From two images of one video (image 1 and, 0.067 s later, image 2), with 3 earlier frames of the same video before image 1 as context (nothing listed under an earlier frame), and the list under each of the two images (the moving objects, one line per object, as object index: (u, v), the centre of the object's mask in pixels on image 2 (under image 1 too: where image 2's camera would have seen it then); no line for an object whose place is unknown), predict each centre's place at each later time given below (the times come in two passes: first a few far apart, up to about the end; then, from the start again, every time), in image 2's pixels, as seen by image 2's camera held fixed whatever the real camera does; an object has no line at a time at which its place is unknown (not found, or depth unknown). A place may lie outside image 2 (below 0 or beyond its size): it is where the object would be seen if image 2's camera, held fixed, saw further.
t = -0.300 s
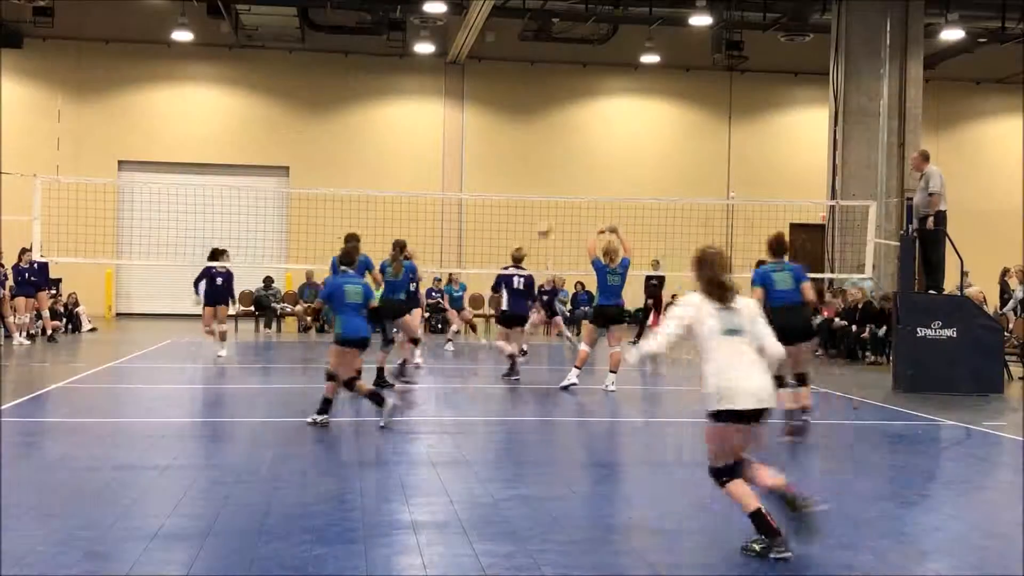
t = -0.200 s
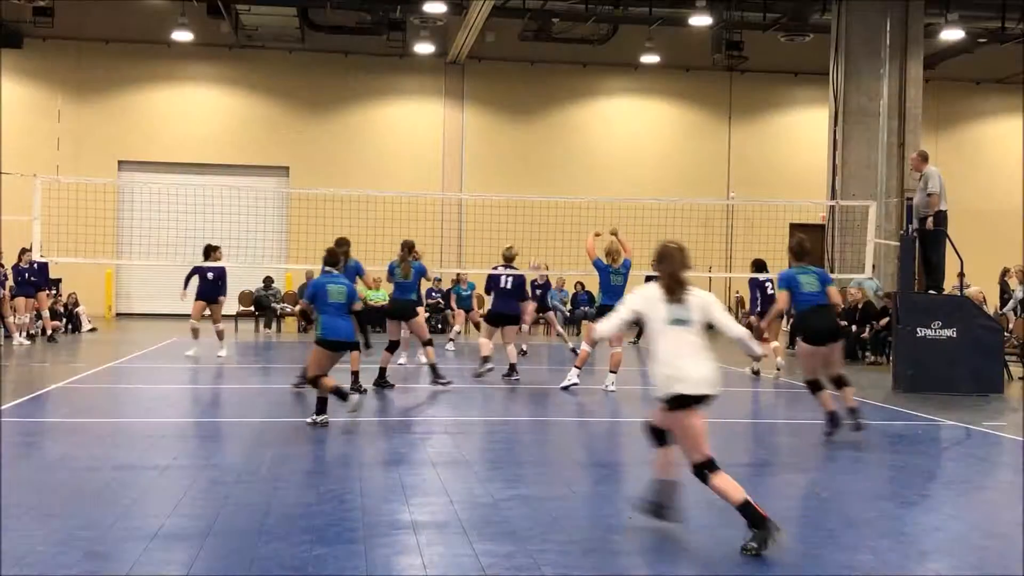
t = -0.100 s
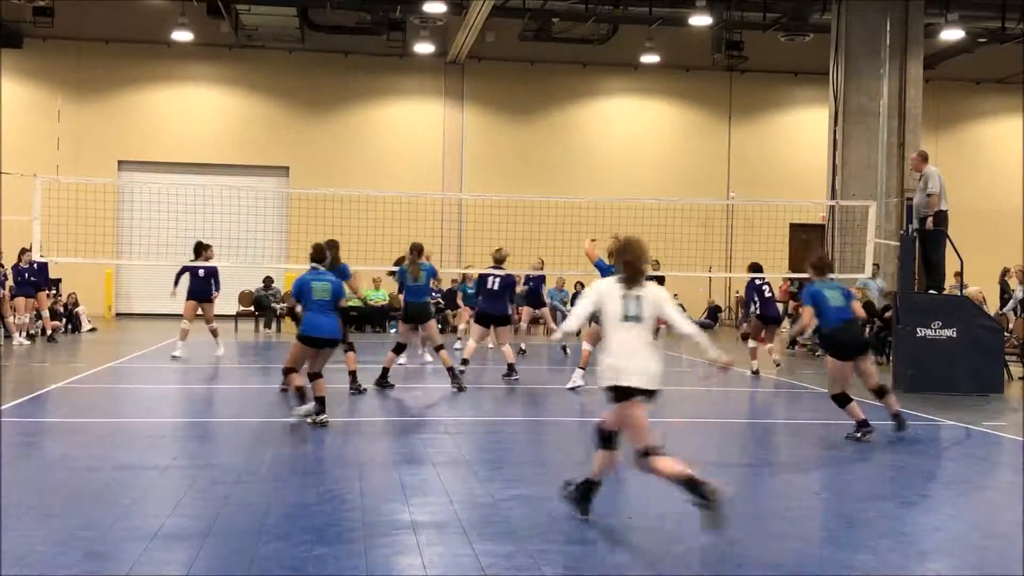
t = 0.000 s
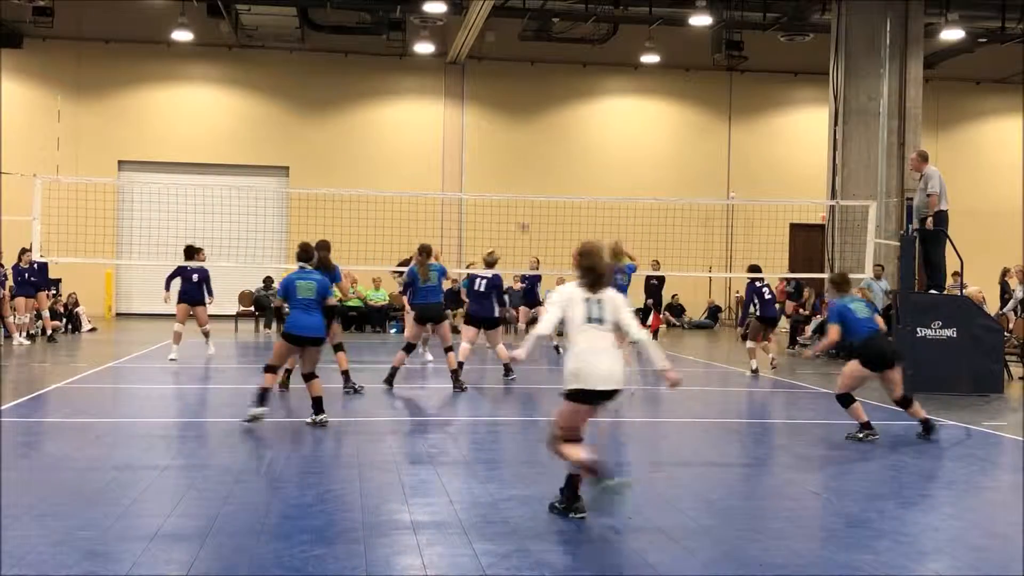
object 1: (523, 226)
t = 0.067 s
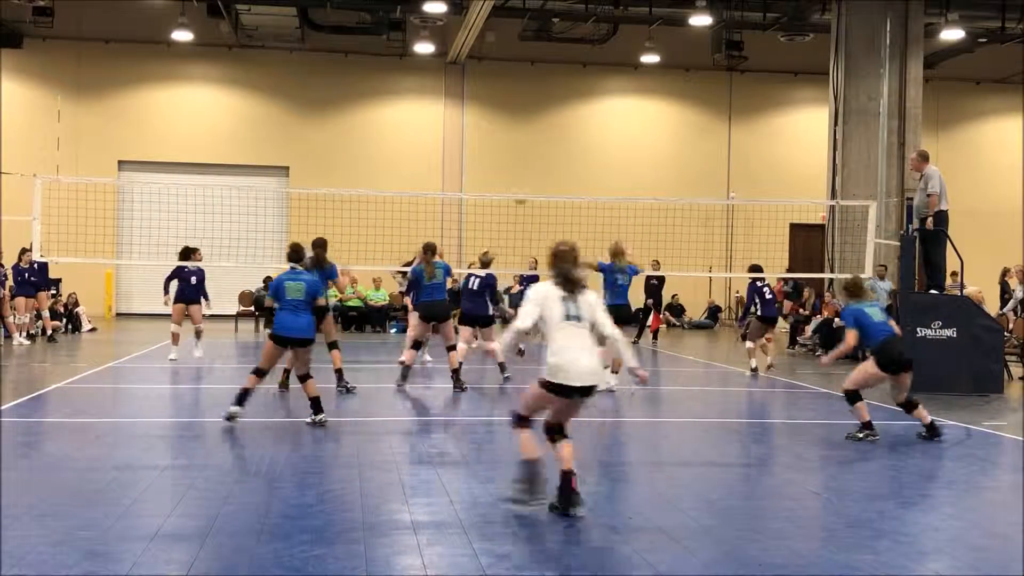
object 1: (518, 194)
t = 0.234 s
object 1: (511, 142)
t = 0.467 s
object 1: (502, 99)
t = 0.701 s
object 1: (491, 87)
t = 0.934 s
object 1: (479, 109)
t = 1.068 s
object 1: (471, 140)
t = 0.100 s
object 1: (520, 190)
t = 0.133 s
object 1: (518, 175)
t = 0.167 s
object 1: (517, 161)
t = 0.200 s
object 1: (514, 151)
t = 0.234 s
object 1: (511, 142)
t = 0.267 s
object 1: (510, 138)
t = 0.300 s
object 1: (510, 126)
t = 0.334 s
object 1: (509, 120)
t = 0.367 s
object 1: (507, 113)
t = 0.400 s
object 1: (506, 108)
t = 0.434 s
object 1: (504, 103)
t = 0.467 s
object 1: (502, 99)
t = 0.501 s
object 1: (501, 95)
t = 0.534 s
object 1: (499, 92)
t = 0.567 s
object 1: (498, 90)
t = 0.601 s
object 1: (496, 89)
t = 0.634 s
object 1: (494, 87)
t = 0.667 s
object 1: (493, 86)
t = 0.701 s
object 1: (491, 87)
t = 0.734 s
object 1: (489, 88)
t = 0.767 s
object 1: (488, 90)
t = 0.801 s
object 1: (486, 93)
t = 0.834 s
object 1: (484, 95)
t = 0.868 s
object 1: (482, 100)
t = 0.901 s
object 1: (481, 104)
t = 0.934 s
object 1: (479, 109)
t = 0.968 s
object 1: (478, 116)
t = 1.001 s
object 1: (475, 122)
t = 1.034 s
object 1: (473, 131)
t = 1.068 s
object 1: (471, 140)
